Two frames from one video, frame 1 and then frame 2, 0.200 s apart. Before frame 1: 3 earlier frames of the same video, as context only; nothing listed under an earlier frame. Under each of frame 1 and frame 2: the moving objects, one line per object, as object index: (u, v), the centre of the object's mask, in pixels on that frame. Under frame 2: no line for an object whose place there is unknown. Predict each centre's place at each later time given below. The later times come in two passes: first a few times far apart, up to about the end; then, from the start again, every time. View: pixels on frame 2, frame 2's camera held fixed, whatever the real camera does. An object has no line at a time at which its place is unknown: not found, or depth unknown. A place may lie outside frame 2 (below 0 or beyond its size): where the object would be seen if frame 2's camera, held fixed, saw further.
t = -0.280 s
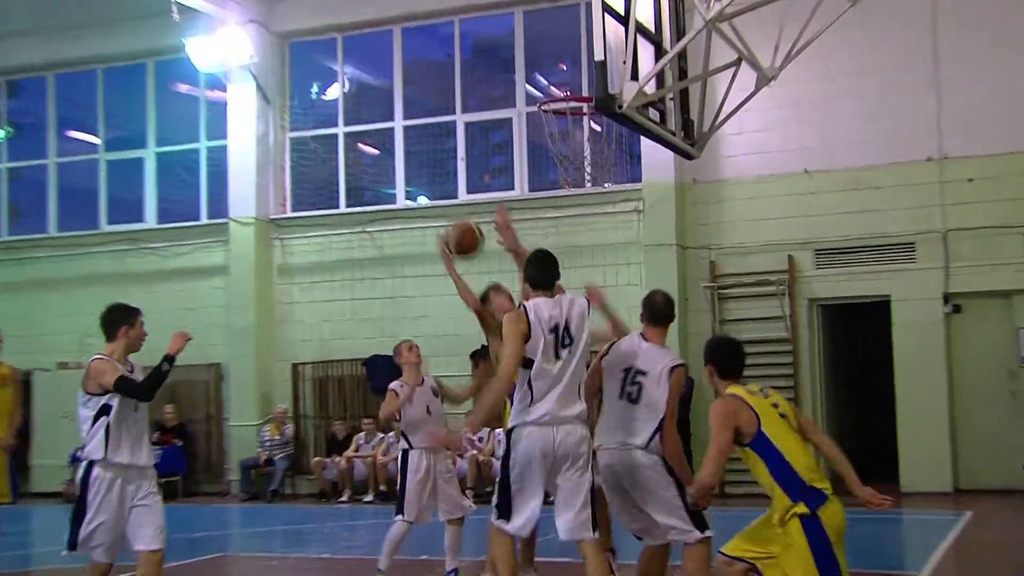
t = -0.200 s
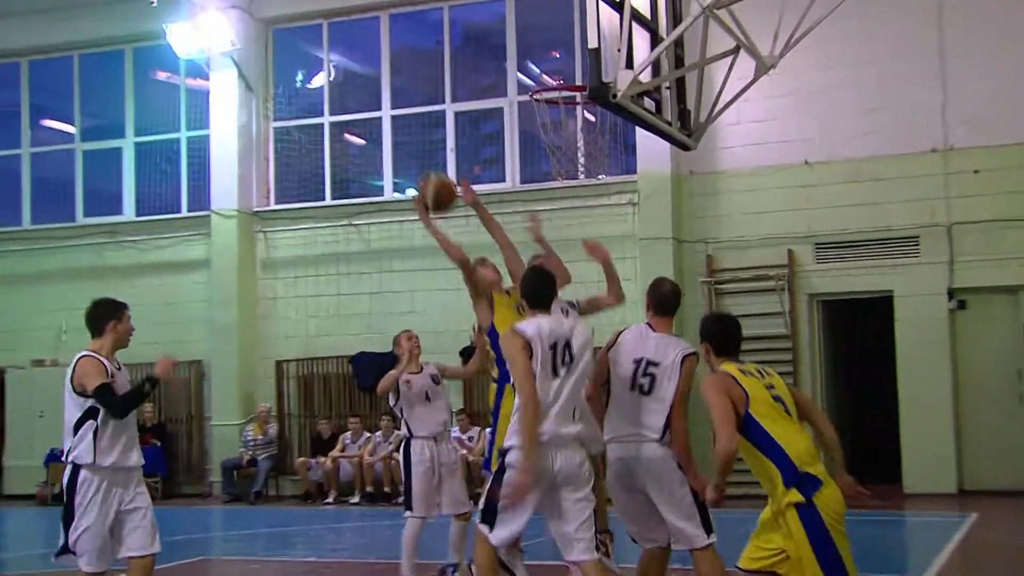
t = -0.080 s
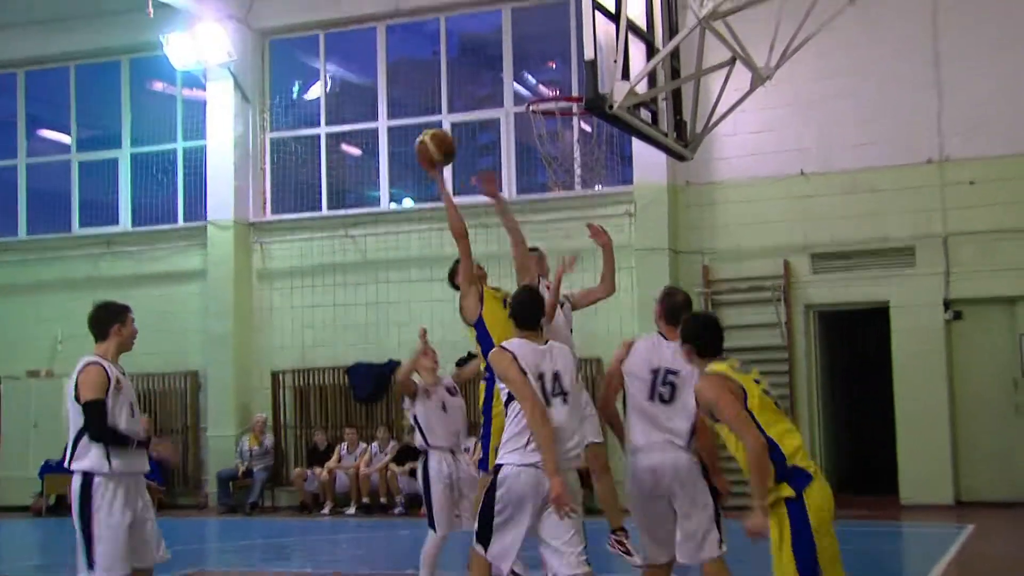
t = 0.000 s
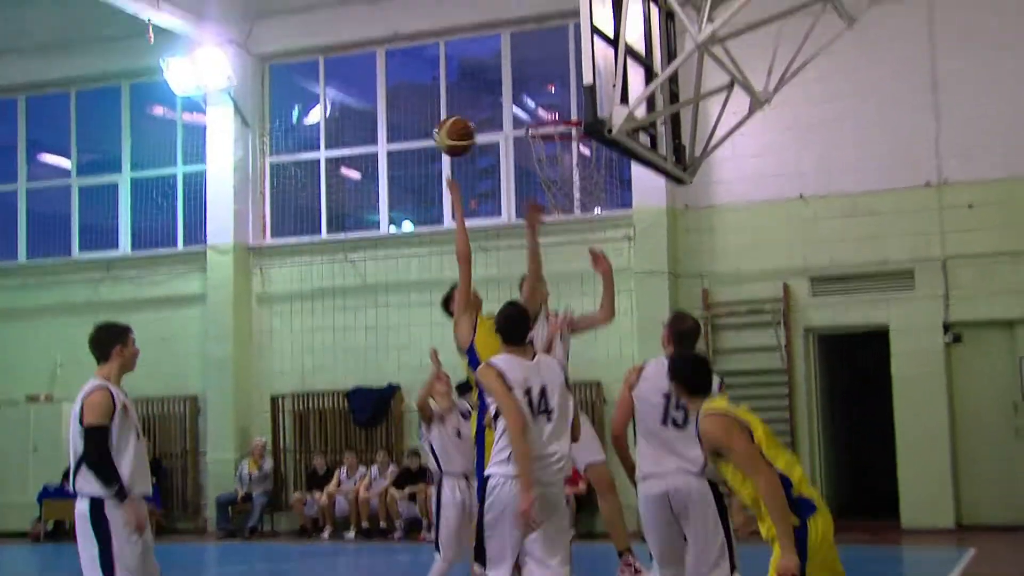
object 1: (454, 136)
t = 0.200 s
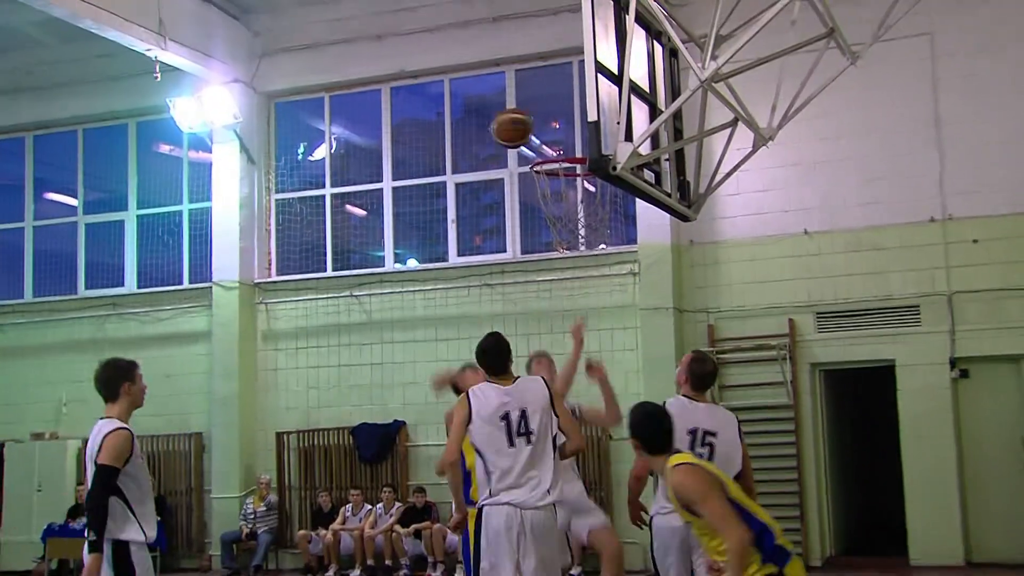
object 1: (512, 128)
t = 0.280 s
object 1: (534, 128)
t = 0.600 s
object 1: (609, 216)
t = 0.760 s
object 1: (602, 265)
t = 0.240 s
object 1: (523, 126)
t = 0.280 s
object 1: (534, 128)
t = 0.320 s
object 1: (545, 132)
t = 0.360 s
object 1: (556, 138)
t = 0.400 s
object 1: (566, 144)
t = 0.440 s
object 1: (575, 156)
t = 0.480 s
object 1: (584, 179)
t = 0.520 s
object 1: (598, 193)
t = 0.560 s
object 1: (607, 206)
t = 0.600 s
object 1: (609, 216)
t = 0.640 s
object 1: (609, 225)
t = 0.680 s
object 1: (607, 236)
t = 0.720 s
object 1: (604, 249)
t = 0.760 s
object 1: (602, 265)
